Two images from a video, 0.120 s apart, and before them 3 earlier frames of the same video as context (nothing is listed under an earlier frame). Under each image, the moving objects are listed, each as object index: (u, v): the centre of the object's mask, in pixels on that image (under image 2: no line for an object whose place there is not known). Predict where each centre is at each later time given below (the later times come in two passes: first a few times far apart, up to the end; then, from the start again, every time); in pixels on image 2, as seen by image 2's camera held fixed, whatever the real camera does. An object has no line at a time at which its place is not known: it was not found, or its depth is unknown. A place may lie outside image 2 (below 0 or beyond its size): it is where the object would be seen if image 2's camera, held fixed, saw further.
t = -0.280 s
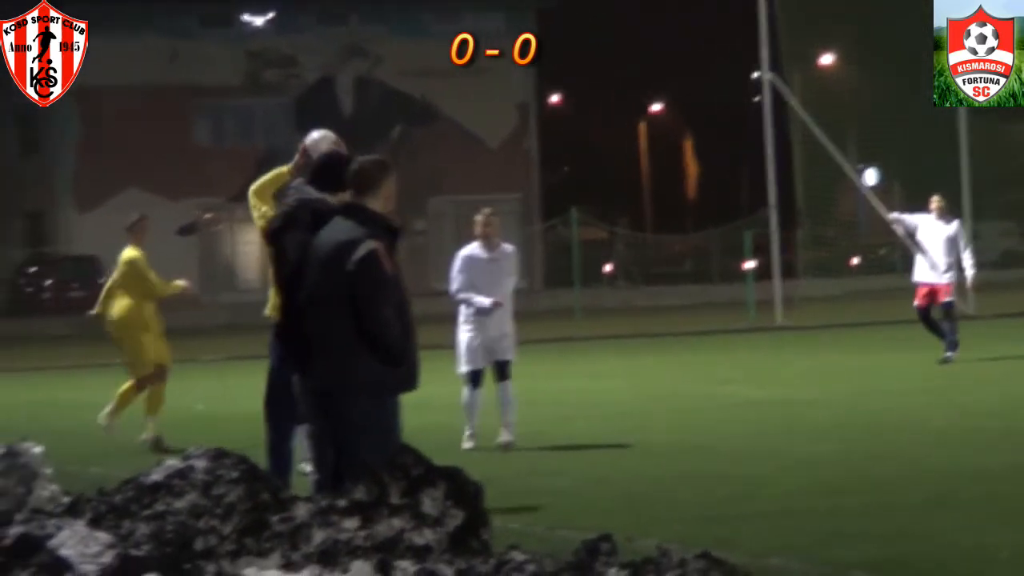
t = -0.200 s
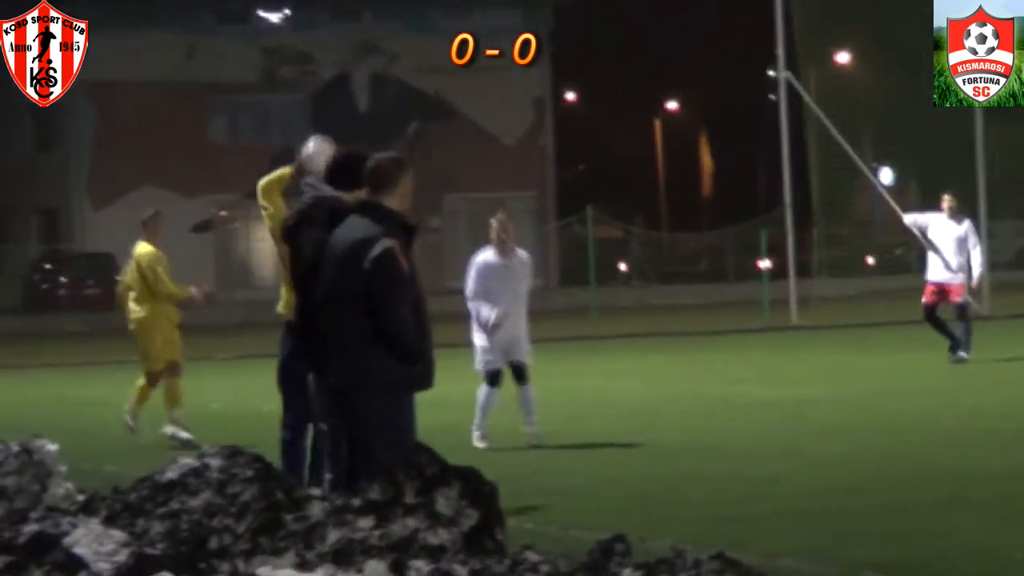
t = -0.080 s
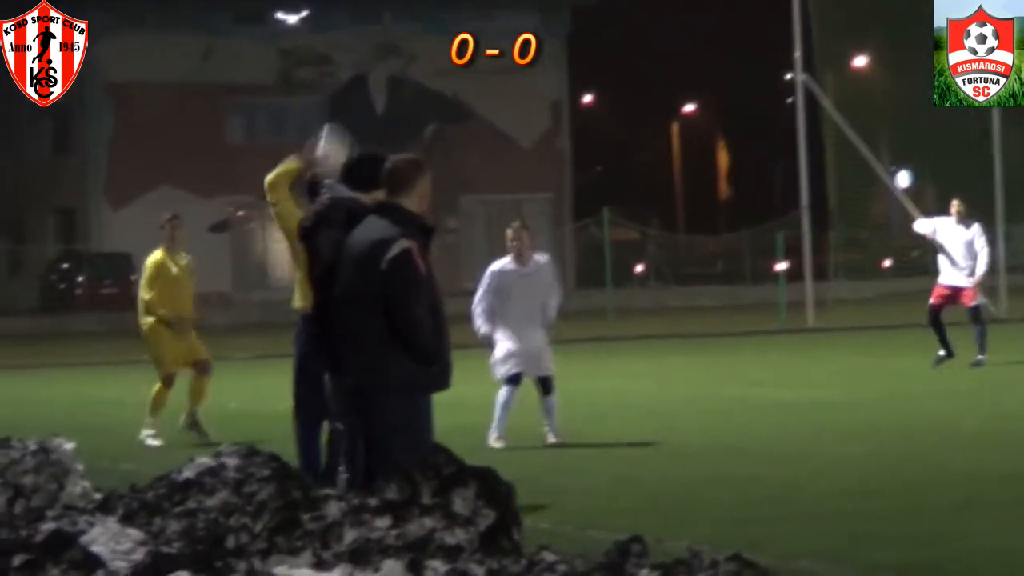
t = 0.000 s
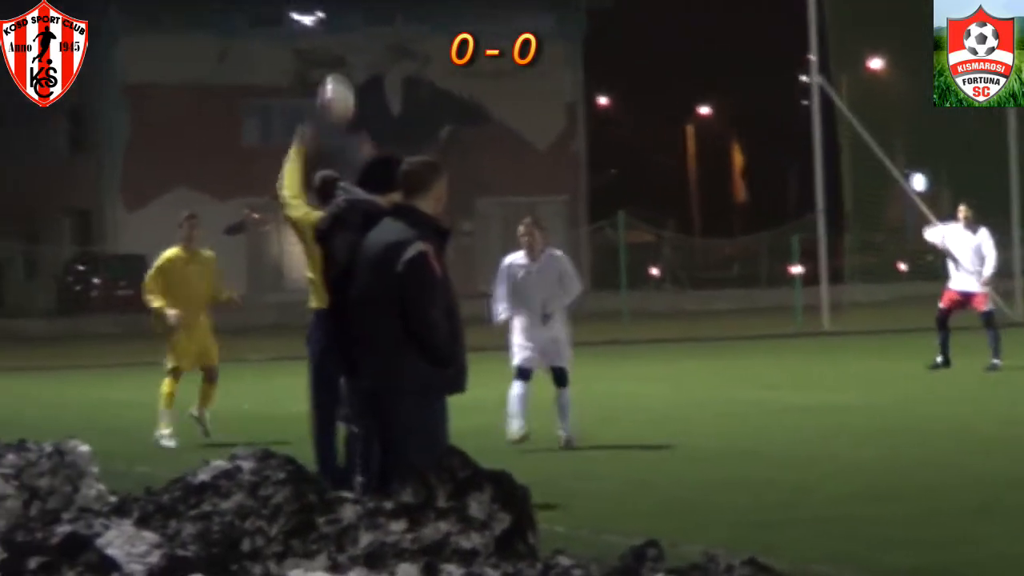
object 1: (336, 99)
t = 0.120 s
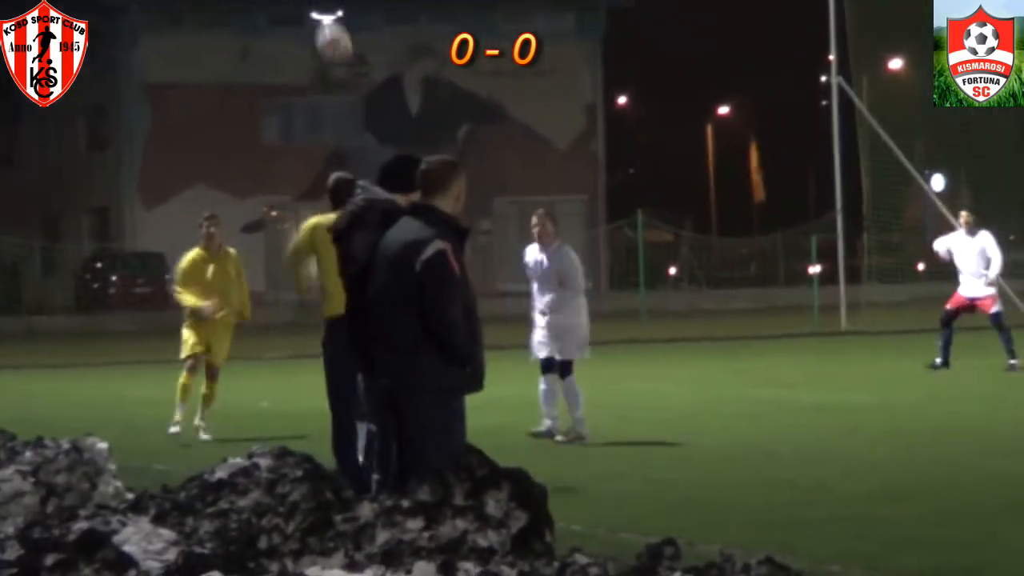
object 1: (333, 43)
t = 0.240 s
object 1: (310, 17)
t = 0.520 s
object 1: (262, 40)
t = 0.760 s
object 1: (229, 135)
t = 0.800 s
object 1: (225, 156)
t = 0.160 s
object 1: (326, 30)
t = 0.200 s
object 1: (319, 22)
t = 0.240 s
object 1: (310, 17)
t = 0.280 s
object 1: (303, 14)
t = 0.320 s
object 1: (296, 12)
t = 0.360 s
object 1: (290, 13)
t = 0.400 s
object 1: (283, 16)
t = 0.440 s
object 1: (277, 21)
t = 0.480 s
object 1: (270, 28)
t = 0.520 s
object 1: (262, 40)
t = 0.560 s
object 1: (256, 51)
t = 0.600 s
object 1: (250, 65)
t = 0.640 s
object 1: (245, 80)
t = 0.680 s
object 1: (239, 97)
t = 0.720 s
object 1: (234, 115)
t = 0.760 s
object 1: (229, 135)
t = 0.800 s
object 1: (225, 156)
